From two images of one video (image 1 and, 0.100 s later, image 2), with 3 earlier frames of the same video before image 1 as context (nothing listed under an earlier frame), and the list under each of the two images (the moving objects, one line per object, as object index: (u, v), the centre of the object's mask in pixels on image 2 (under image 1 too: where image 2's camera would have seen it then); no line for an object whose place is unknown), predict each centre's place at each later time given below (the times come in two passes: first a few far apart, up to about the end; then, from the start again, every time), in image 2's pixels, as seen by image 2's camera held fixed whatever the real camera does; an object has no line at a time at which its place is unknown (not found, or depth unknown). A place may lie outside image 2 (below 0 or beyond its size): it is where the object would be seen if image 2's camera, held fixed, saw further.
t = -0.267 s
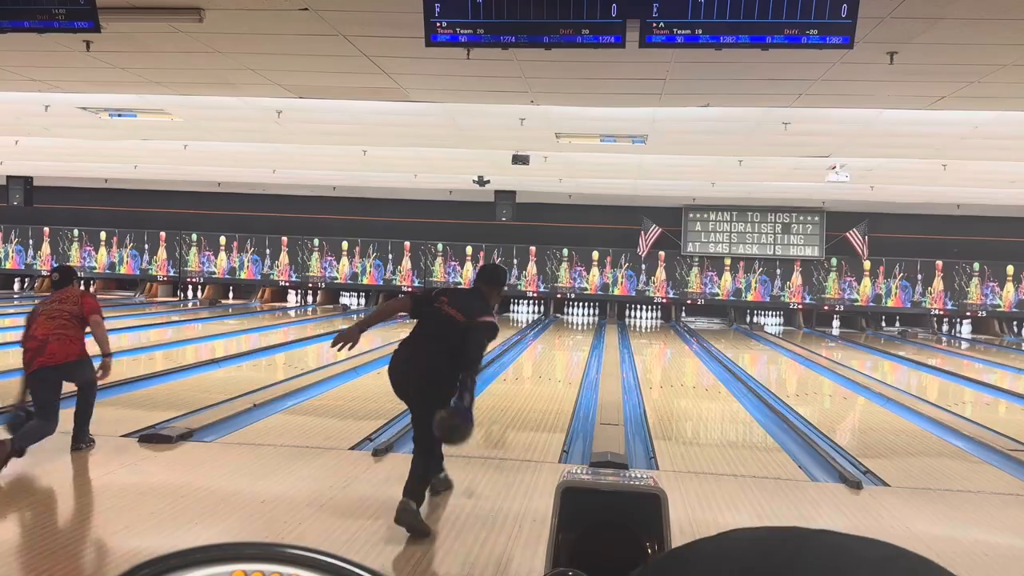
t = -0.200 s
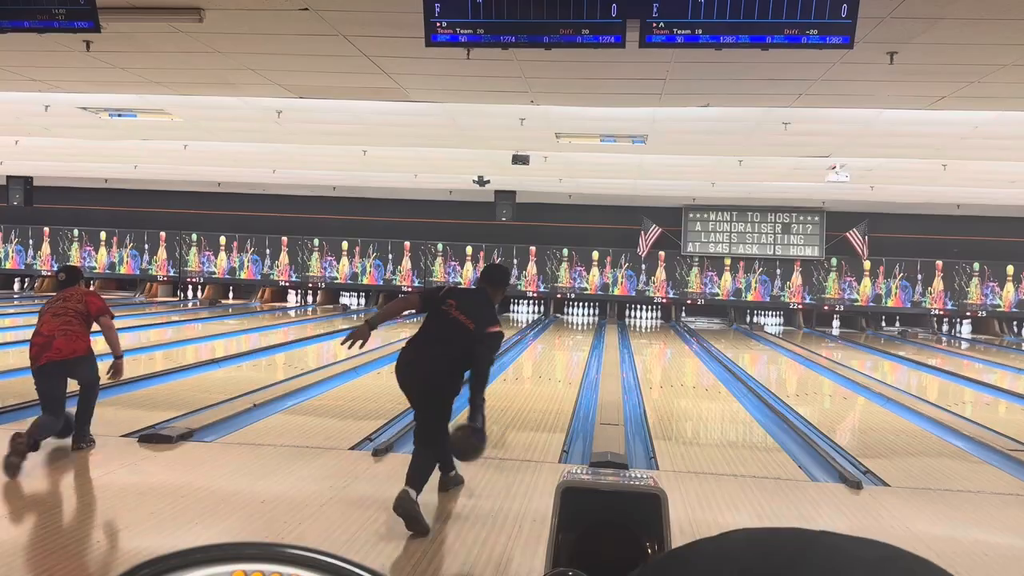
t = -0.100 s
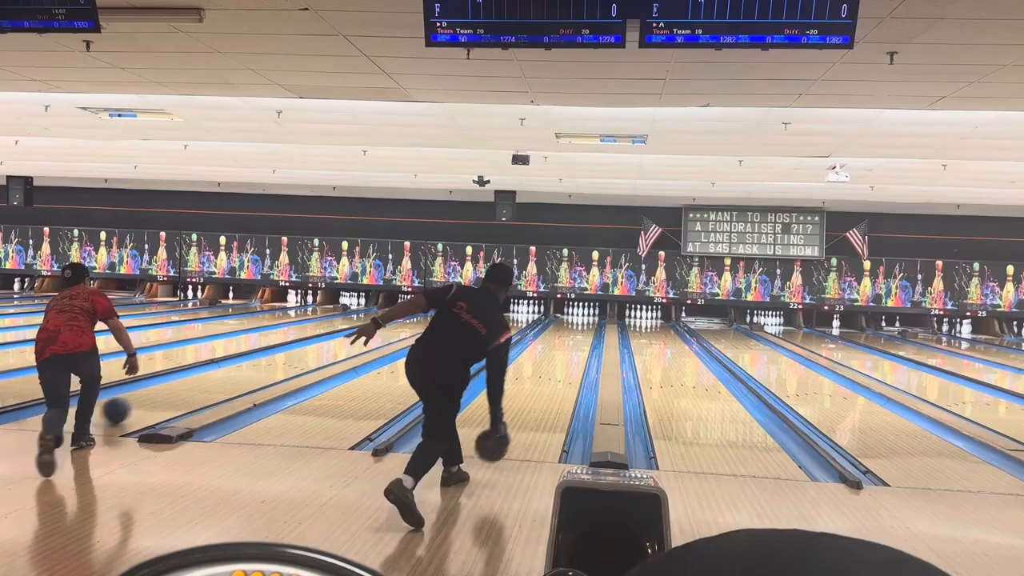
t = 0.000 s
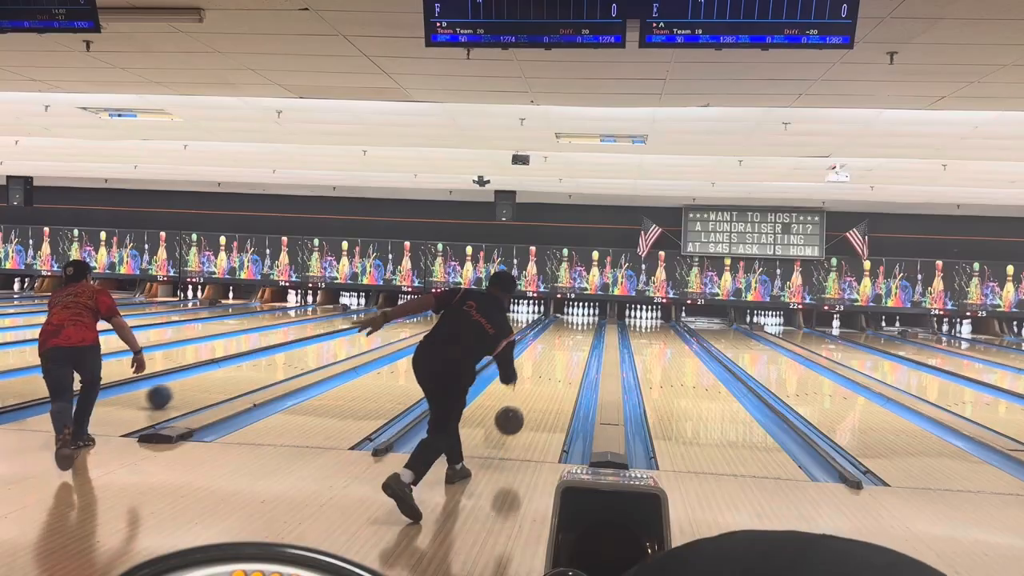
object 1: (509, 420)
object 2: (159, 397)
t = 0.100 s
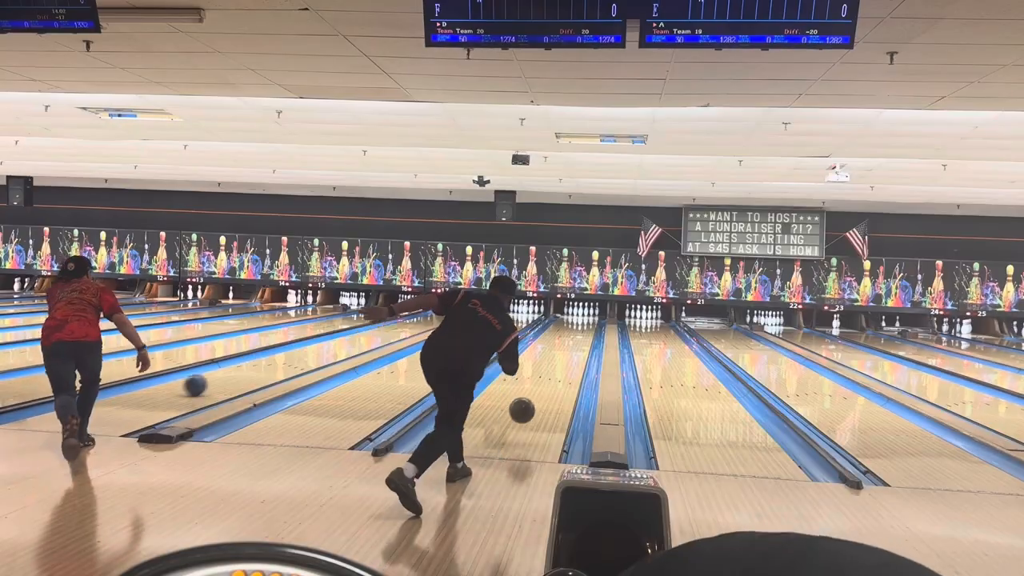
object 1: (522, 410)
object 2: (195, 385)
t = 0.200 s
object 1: (531, 412)
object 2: (225, 375)
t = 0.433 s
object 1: (548, 385)
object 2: (280, 358)
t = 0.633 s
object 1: (558, 369)
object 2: (314, 347)
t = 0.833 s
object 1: (566, 356)
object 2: (341, 338)
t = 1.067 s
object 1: (573, 345)
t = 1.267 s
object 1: (576, 338)
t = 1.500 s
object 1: (580, 331)
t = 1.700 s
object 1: (582, 326)
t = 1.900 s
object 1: (583, 322)
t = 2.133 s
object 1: (584, 318)
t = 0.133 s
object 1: (525, 410)
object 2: (205, 382)
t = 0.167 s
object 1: (528, 410)
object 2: (215, 379)
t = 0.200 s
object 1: (531, 412)
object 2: (225, 375)
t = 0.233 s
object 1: (534, 408)
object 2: (234, 373)
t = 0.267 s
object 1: (537, 404)
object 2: (243, 370)
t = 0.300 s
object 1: (539, 399)
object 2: (251, 367)
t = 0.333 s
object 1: (542, 395)
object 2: (259, 365)
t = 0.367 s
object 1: (544, 392)
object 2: (266, 362)
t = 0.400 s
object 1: (546, 388)
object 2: (273, 360)
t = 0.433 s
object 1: (548, 385)
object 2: (280, 358)
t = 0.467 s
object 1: (550, 382)
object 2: (286, 356)
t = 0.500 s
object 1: (552, 379)
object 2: (292, 354)
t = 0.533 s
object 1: (553, 376)
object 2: (298, 352)
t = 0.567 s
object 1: (555, 373)
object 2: (304, 351)
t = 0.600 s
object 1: (557, 371)
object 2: (309, 349)
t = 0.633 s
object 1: (558, 369)
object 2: (314, 347)
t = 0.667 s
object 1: (559, 366)
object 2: (319, 345)
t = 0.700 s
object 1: (561, 364)
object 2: (324, 344)
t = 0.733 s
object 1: (562, 362)
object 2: (329, 342)
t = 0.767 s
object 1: (563, 360)
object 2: (333, 341)
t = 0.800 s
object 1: (565, 358)
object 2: (337, 339)
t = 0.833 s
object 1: (566, 356)
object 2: (341, 338)
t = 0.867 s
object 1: (568, 355)
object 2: (345, 336)
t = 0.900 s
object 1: (569, 353)
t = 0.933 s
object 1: (570, 352)
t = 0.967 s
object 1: (571, 350)
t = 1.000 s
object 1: (572, 348)
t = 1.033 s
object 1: (573, 347)
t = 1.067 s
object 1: (573, 345)
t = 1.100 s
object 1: (573, 344)
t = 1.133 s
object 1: (574, 343)
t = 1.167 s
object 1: (574, 342)
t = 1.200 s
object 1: (575, 340)
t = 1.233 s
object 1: (575, 339)
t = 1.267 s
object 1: (576, 338)
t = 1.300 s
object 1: (576, 337)
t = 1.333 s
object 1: (577, 336)
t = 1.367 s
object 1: (578, 334)
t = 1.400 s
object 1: (578, 334)
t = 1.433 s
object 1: (578, 333)
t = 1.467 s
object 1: (579, 332)
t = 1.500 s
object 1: (580, 331)
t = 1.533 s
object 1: (580, 331)
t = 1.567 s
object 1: (581, 330)
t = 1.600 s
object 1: (581, 329)
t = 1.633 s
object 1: (581, 328)
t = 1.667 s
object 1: (582, 327)
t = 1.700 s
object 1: (582, 326)
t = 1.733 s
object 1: (582, 325)
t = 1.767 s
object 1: (582, 324)
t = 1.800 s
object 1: (583, 324)
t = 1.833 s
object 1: (583, 323)
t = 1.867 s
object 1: (583, 322)
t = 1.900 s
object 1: (583, 322)
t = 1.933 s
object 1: (583, 321)
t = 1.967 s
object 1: (583, 320)
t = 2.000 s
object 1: (584, 320)
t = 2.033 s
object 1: (584, 319)
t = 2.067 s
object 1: (584, 319)
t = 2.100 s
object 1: (584, 318)
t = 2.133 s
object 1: (584, 318)
